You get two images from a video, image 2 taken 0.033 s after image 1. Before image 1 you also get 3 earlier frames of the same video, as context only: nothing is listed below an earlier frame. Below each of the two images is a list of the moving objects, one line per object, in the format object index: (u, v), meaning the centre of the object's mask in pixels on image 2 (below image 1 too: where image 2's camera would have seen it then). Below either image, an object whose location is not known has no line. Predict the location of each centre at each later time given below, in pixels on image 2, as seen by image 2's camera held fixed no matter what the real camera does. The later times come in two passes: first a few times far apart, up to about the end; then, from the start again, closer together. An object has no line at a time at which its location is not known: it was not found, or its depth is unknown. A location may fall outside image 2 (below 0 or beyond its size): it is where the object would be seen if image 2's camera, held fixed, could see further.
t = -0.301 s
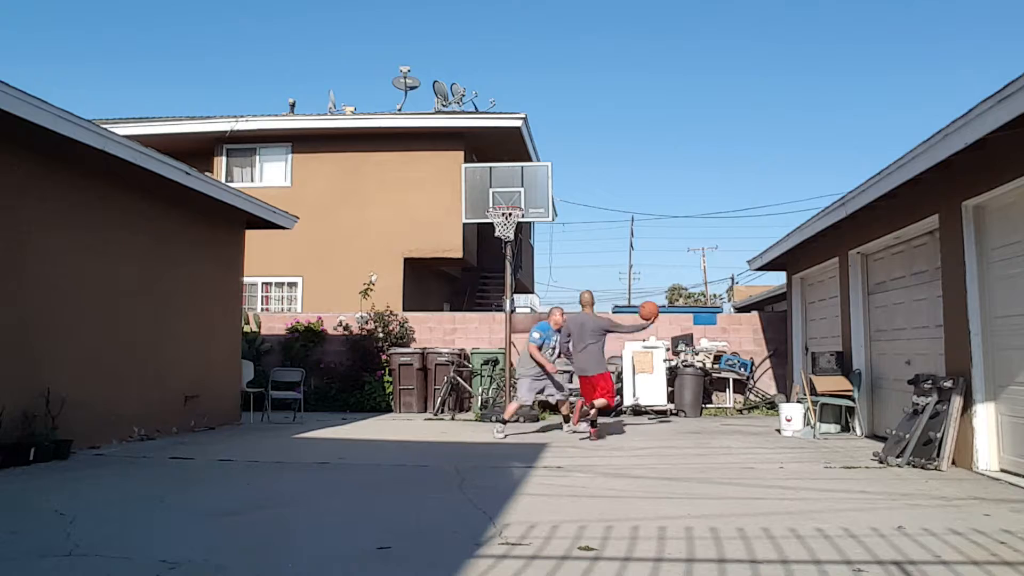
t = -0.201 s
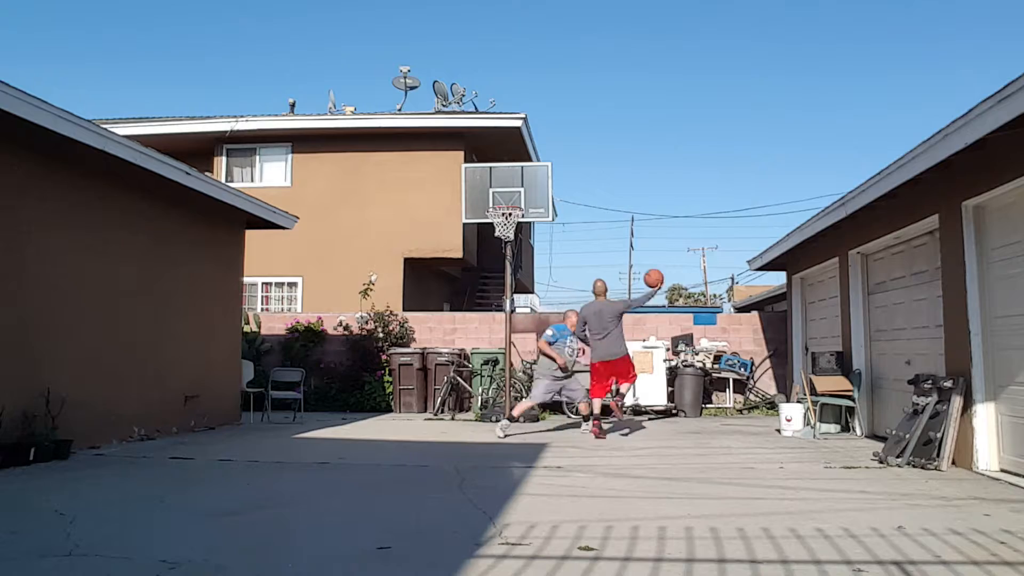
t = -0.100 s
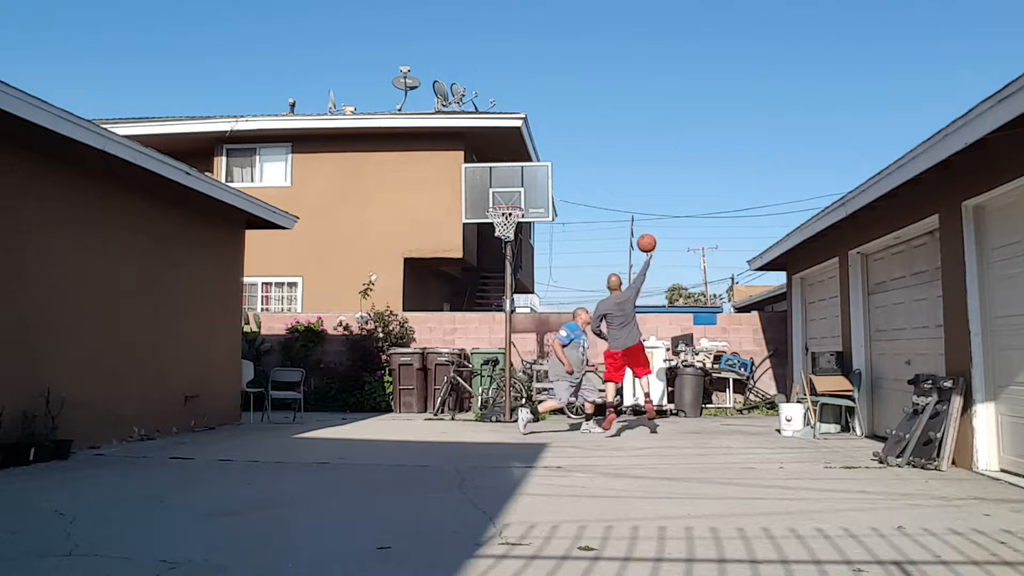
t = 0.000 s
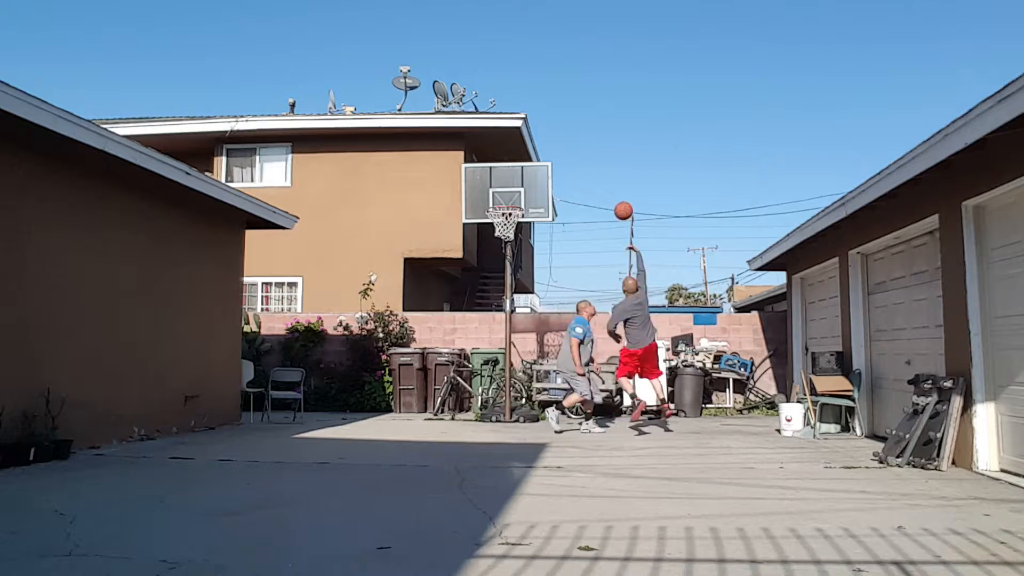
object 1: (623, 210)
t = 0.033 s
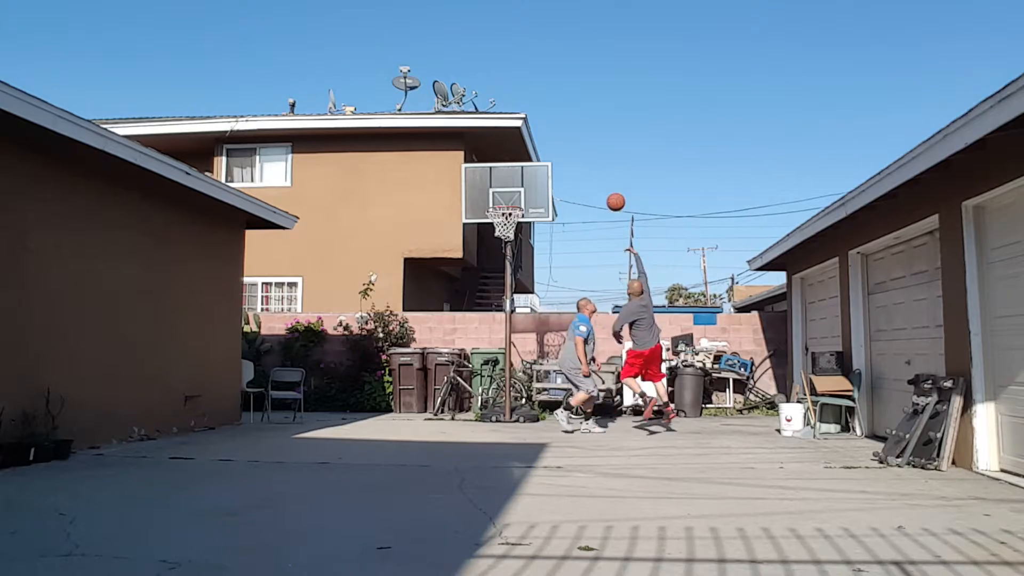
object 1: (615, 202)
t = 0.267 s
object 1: (566, 166)
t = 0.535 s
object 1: (520, 167)
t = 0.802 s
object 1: (490, 199)
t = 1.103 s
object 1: (503, 200)
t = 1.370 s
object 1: (515, 232)
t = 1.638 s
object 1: (498, 246)
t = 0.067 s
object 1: (608, 194)
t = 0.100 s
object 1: (601, 187)
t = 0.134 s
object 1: (594, 181)
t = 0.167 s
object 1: (587, 176)
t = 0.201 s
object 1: (580, 171)
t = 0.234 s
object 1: (573, 168)
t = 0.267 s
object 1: (566, 166)
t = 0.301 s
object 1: (560, 164)
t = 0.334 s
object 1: (553, 163)
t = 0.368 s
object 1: (546, 163)
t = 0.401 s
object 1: (540, 163)
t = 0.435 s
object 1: (534, 164)
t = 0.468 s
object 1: (529, 165)
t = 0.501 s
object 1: (525, 166)
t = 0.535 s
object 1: (520, 167)
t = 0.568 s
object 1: (516, 169)
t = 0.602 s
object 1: (512, 173)
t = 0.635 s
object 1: (507, 177)
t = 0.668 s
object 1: (503, 181)
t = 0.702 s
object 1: (499, 187)
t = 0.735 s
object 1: (494, 193)
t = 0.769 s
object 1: (489, 200)
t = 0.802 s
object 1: (490, 199)
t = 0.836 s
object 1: (491, 198)
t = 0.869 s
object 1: (492, 197)
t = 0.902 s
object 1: (493, 196)
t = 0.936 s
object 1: (494, 197)
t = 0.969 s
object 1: (495, 199)
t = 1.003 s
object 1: (497, 200)
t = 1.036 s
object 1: (499, 200)
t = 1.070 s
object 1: (501, 200)
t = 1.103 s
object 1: (503, 200)
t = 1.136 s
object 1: (505, 201)
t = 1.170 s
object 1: (507, 204)
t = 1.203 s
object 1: (508, 209)
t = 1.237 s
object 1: (513, 214)
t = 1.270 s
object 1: (513, 217)
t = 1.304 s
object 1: (512, 217)
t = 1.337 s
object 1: (517, 224)
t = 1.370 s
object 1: (515, 232)
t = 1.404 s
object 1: (513, 233)
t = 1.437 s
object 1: (511, 234)
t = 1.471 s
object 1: (510, 235)
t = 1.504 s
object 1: (508, 237)
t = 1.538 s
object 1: (506, 238)
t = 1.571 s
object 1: (503, 240)
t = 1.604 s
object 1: (500, 243)
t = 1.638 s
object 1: (498, 246)
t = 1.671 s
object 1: (496, 251)
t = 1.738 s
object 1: (492, 265)
